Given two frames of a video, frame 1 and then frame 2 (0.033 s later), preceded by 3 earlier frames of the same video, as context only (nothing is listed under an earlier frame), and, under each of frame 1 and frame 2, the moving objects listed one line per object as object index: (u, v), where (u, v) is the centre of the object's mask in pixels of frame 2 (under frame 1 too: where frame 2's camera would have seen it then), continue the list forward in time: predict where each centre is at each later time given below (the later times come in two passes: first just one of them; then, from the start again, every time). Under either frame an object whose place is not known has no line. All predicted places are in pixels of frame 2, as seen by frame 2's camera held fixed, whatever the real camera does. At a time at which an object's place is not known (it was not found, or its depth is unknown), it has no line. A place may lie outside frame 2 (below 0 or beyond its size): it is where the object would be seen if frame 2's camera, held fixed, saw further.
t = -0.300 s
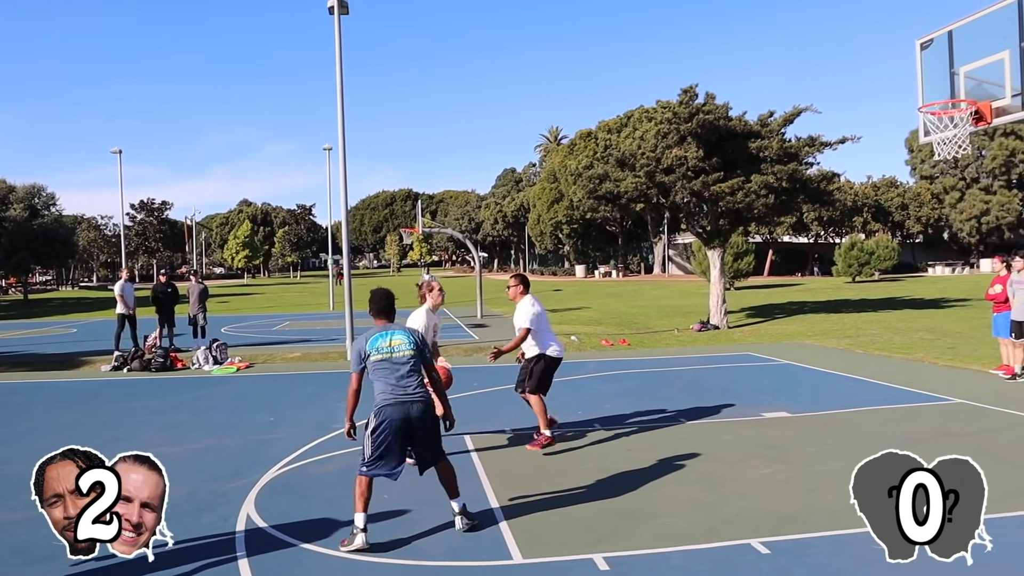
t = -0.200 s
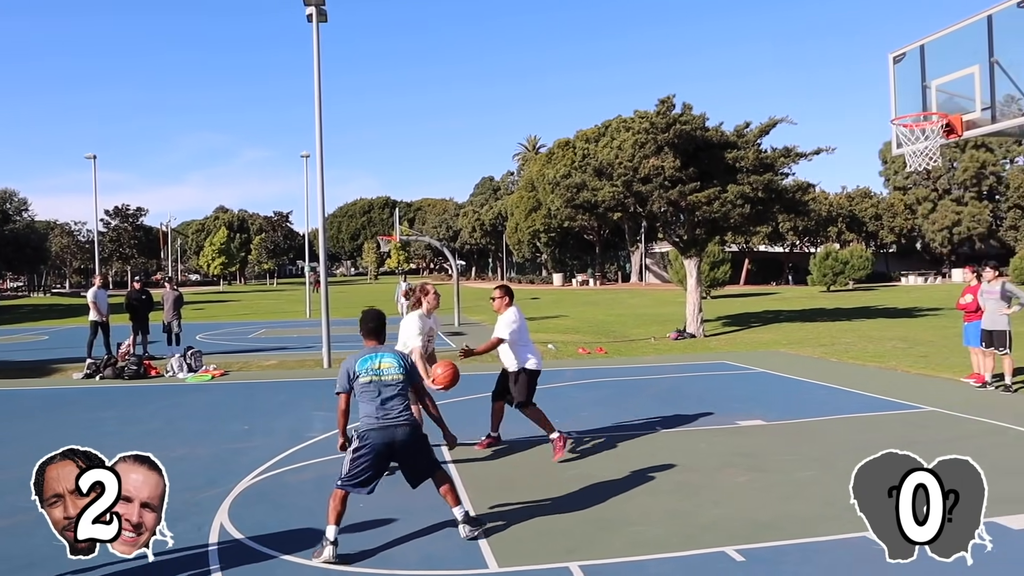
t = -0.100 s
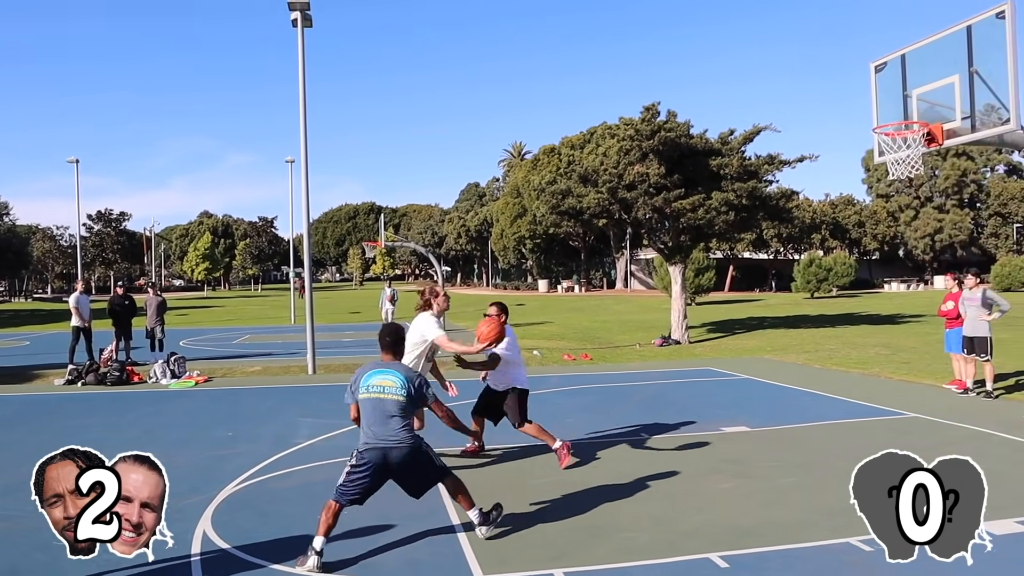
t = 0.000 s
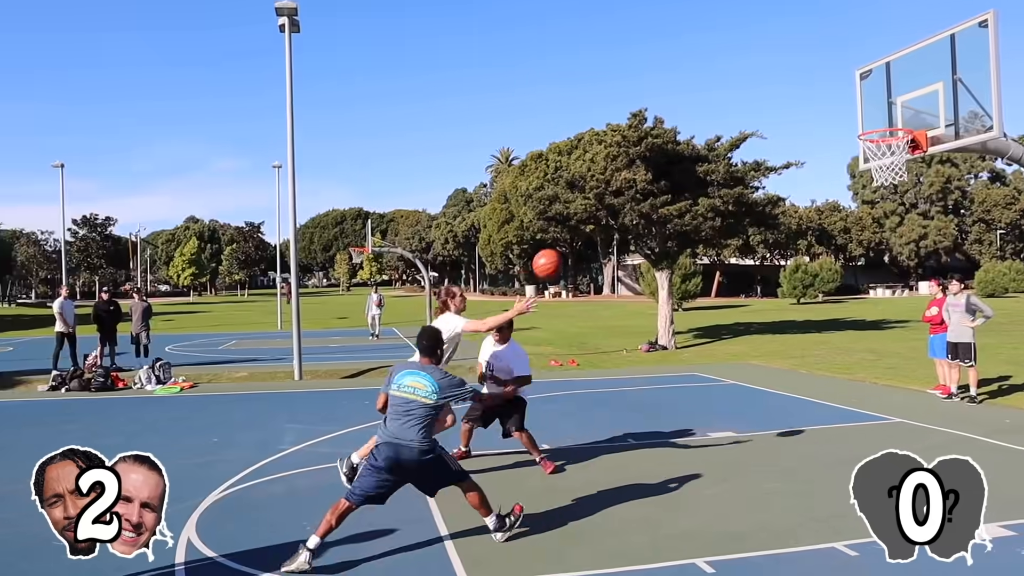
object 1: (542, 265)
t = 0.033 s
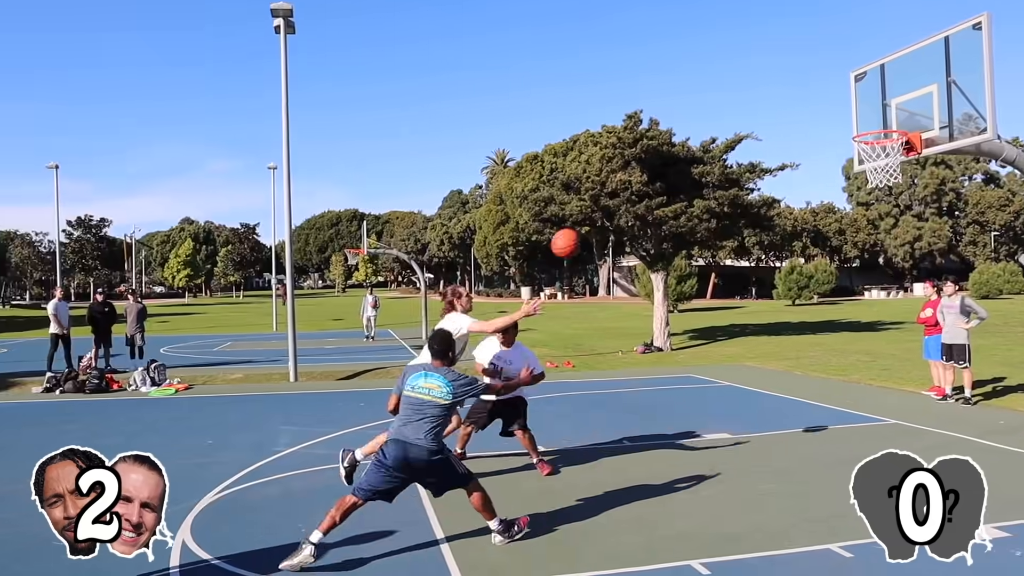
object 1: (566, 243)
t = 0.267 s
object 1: (720, 131)
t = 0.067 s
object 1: (588, 222)
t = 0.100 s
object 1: (610, 204)
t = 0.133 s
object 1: (633, 186)
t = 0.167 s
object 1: (655, 171)
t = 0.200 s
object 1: (675, 156)
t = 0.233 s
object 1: (697, 144)
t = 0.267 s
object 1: (720, 131)
